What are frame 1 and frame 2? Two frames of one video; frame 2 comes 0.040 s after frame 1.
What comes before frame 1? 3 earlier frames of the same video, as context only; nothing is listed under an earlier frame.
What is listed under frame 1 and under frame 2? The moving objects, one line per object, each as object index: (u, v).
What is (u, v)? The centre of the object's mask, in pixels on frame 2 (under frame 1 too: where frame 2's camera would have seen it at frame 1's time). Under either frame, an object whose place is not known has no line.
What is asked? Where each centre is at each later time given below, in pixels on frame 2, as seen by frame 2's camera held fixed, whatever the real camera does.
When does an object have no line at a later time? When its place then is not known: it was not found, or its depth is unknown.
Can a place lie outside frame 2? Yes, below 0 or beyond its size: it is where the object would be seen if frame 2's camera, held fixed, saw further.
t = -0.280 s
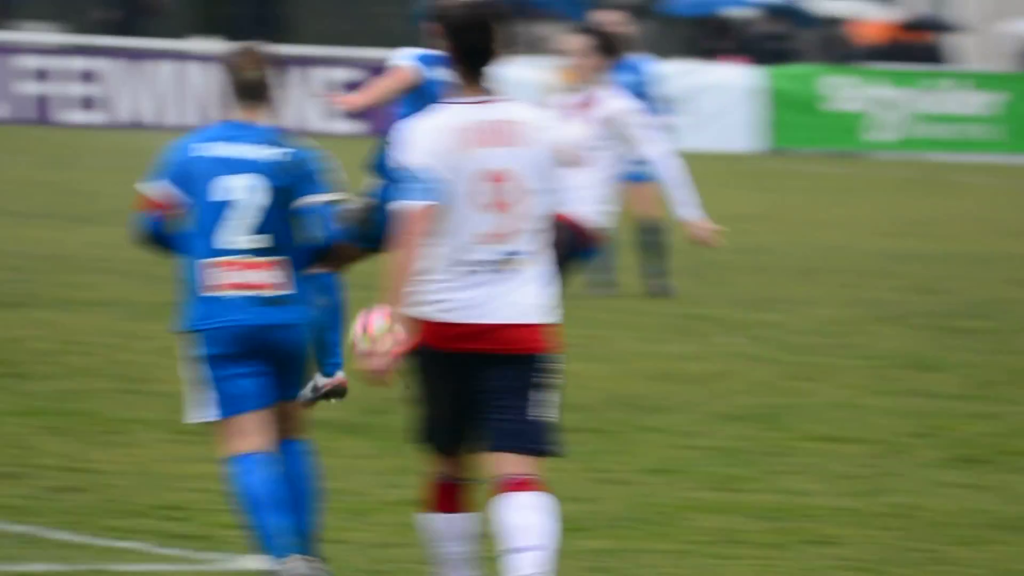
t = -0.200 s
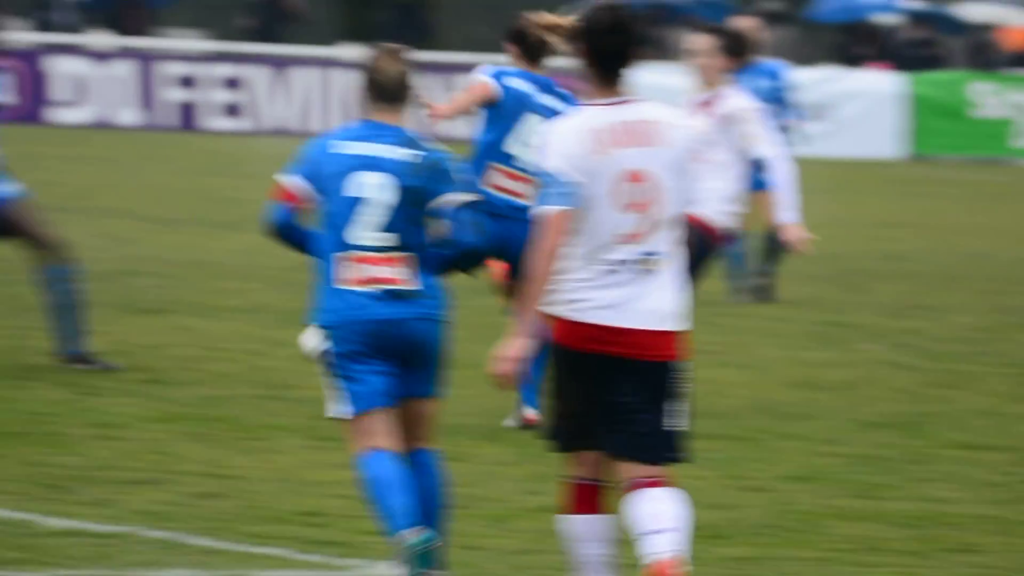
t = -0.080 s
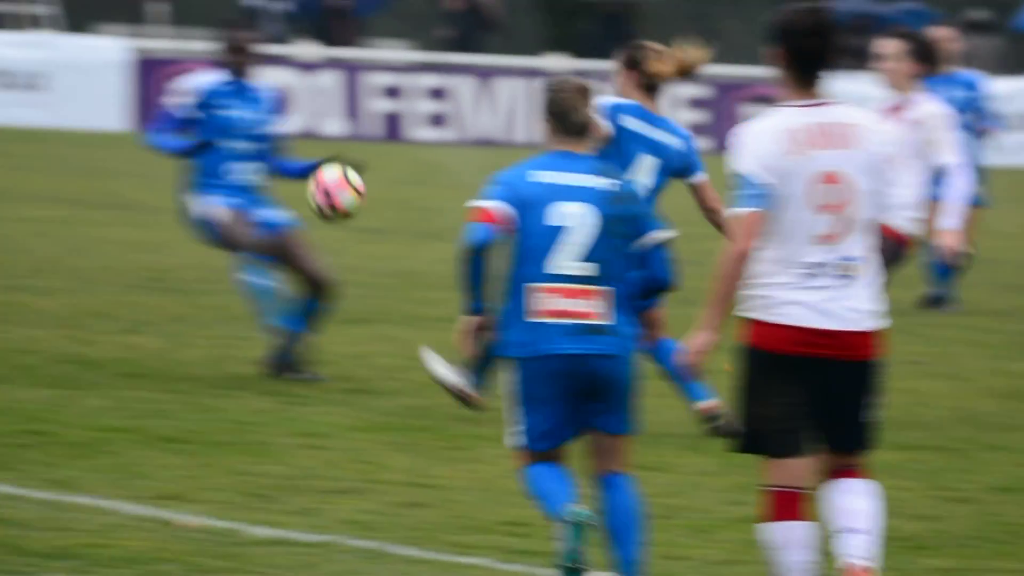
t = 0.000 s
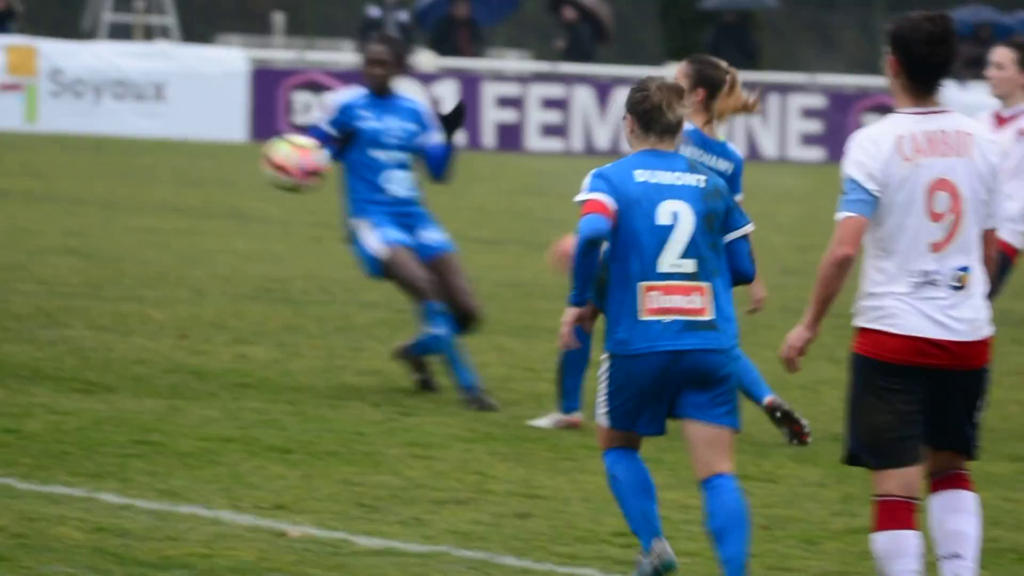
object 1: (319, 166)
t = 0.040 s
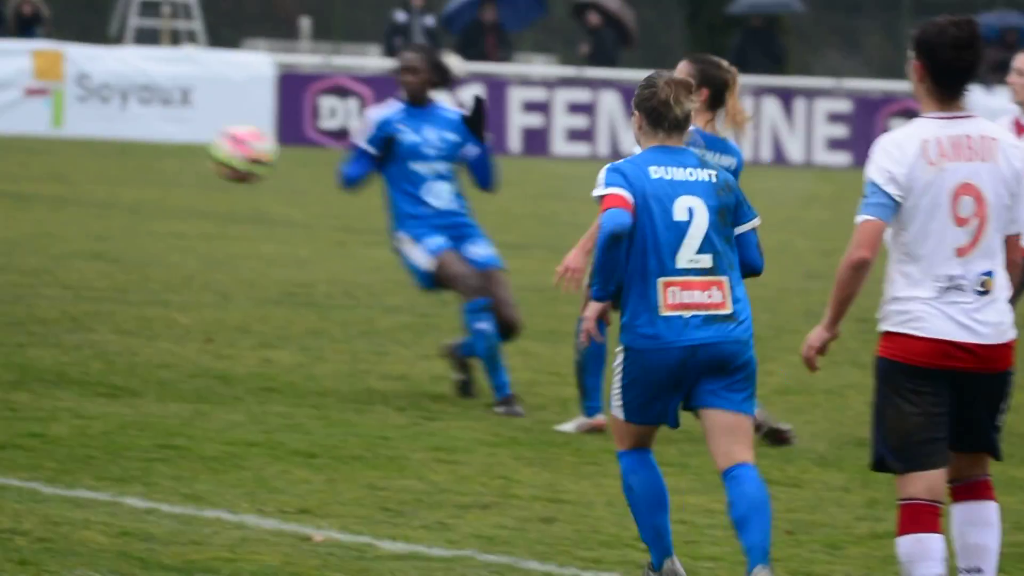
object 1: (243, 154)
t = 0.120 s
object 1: (81, 136)
